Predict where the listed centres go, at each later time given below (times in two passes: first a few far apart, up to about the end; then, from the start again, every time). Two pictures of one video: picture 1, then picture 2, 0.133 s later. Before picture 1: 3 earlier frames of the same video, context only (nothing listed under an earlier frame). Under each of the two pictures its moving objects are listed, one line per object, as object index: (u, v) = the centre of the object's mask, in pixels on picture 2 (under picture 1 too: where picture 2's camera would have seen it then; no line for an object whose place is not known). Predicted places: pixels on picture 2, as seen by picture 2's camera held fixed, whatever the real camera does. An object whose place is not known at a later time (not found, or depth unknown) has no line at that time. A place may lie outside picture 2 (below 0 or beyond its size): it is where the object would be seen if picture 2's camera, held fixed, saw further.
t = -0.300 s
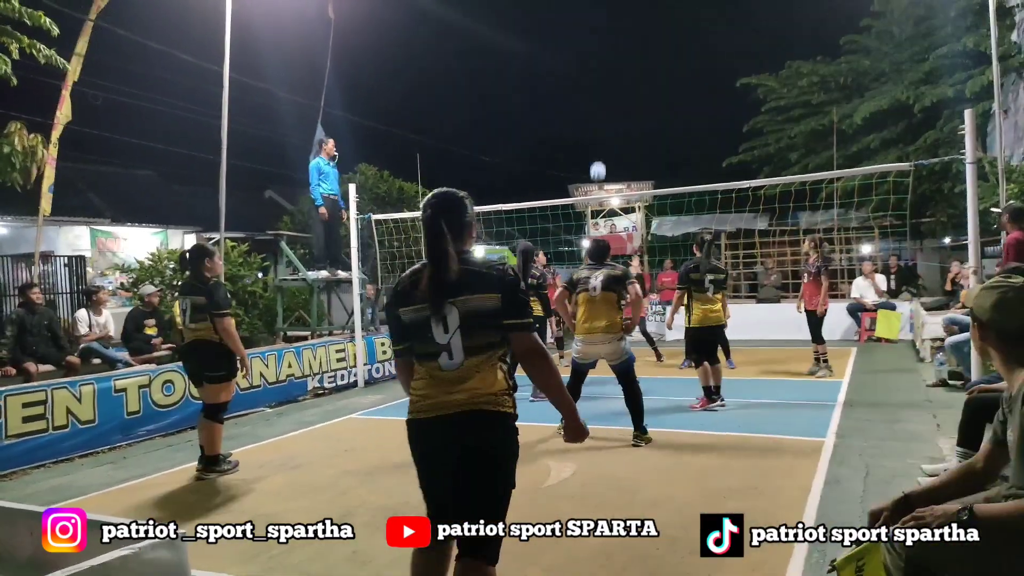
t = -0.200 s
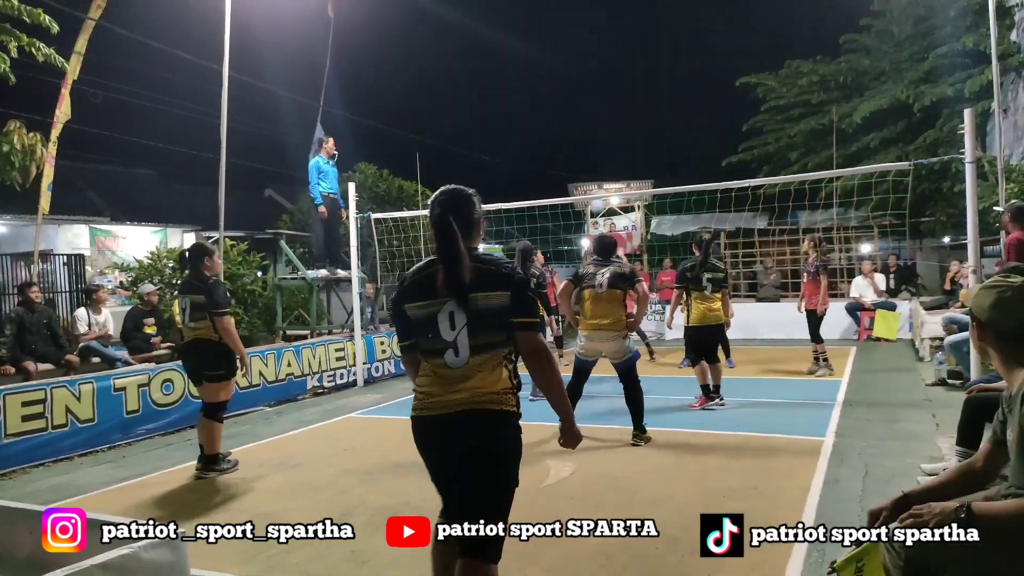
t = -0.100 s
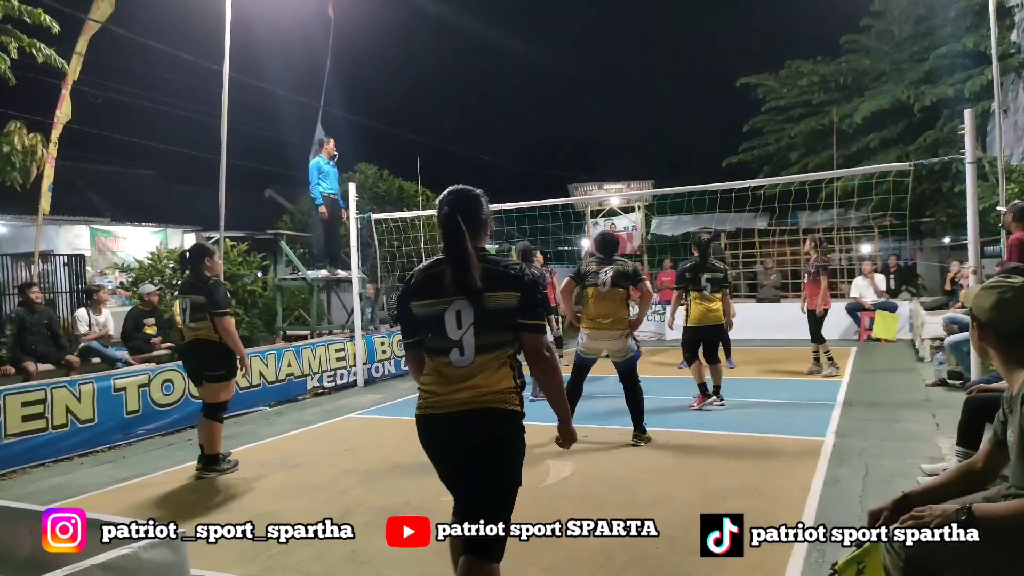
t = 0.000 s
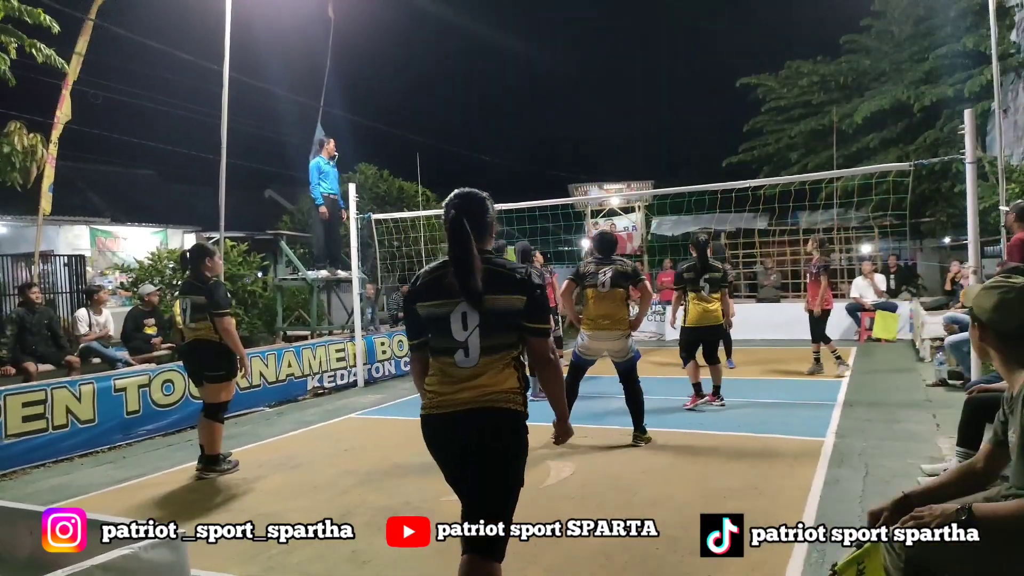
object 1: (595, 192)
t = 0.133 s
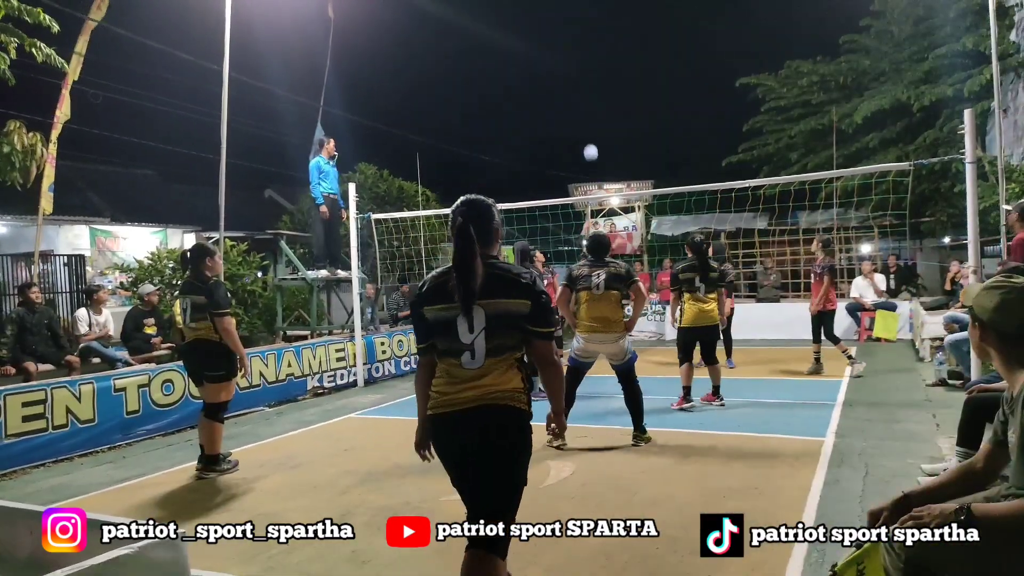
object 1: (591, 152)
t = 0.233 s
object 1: (586, 129)
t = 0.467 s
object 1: (578, 98)
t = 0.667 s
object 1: (572, 97)
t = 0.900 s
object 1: (565, 131)
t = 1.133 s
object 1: (560, 196)
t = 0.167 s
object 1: (589, 144)
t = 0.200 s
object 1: (588, 136)
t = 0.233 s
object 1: (586, 129)
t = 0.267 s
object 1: (584, 122)
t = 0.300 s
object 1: (583, 116)
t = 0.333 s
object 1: (582, 110)
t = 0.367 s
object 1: (581, 106)
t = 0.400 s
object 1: (580, 102)
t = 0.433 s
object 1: (579, 99)
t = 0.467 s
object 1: (578, 98)
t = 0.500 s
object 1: (577, 96)
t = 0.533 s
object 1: (575, 95)
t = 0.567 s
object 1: (574, 94)
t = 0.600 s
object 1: (573, 95)
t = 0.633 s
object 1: (572, 96)
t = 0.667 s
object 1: (572, 97)
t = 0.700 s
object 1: (571, 100)
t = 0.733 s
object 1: (570, 104)
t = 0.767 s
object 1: (569, 108)
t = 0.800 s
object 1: (568, 113)
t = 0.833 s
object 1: (567, 118)
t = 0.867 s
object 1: (566, 124)
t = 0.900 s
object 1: (565, 131)
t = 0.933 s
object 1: (564, 138)
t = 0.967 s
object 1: (564, 146)
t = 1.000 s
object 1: (564, 155)
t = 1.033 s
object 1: (563, 166)
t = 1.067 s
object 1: (562, 176)
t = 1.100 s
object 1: (561, 187)
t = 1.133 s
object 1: (560, 196)
